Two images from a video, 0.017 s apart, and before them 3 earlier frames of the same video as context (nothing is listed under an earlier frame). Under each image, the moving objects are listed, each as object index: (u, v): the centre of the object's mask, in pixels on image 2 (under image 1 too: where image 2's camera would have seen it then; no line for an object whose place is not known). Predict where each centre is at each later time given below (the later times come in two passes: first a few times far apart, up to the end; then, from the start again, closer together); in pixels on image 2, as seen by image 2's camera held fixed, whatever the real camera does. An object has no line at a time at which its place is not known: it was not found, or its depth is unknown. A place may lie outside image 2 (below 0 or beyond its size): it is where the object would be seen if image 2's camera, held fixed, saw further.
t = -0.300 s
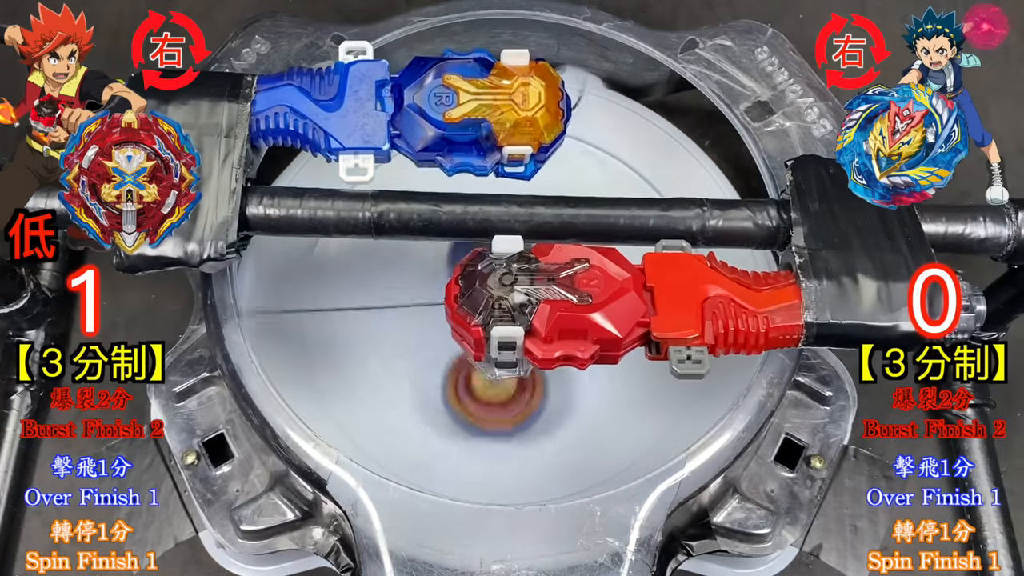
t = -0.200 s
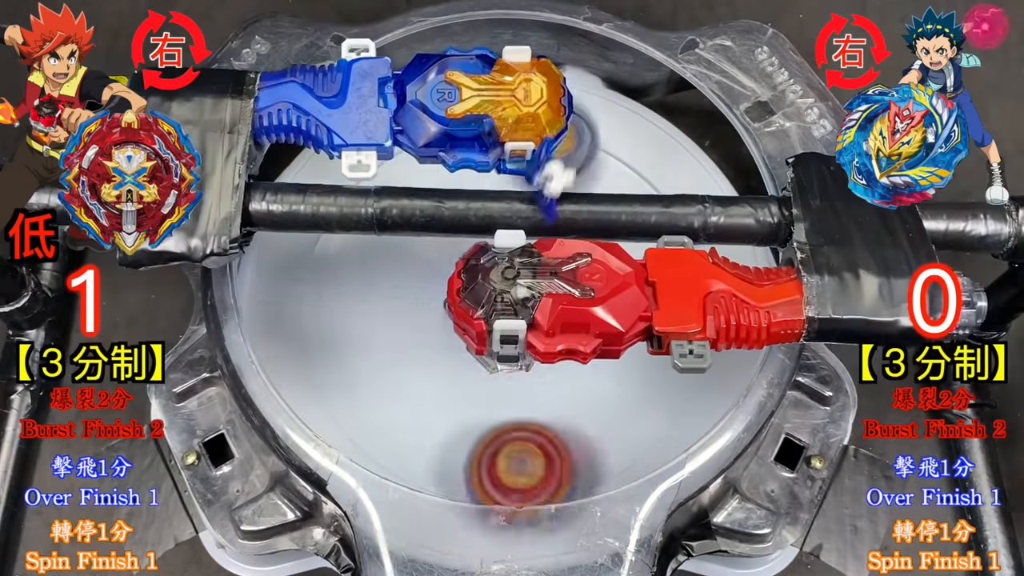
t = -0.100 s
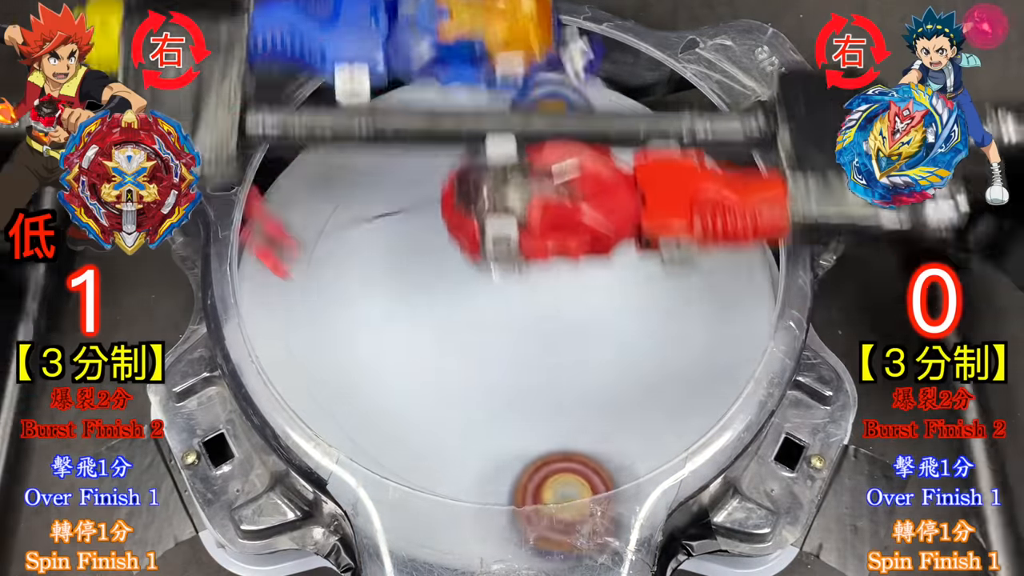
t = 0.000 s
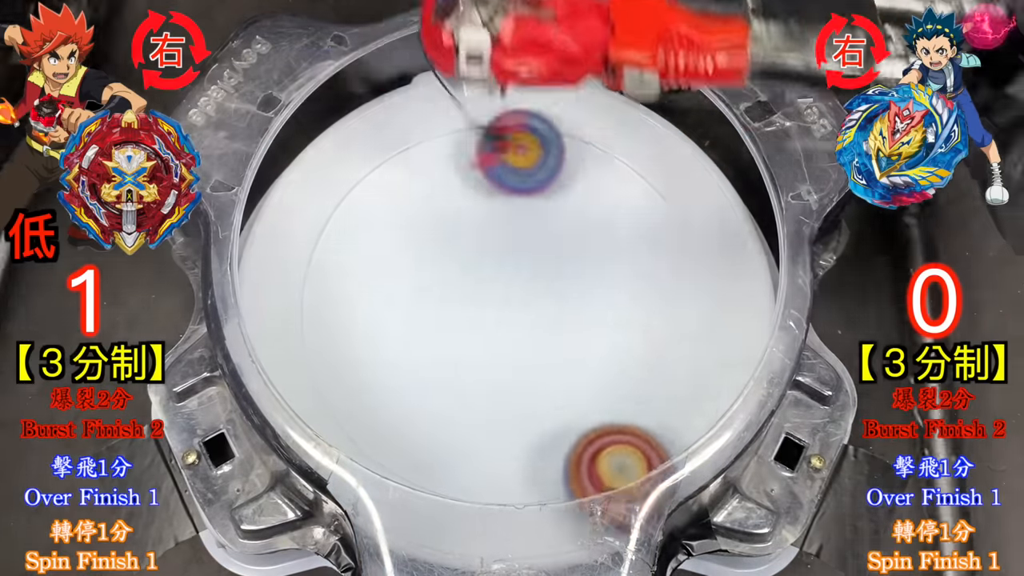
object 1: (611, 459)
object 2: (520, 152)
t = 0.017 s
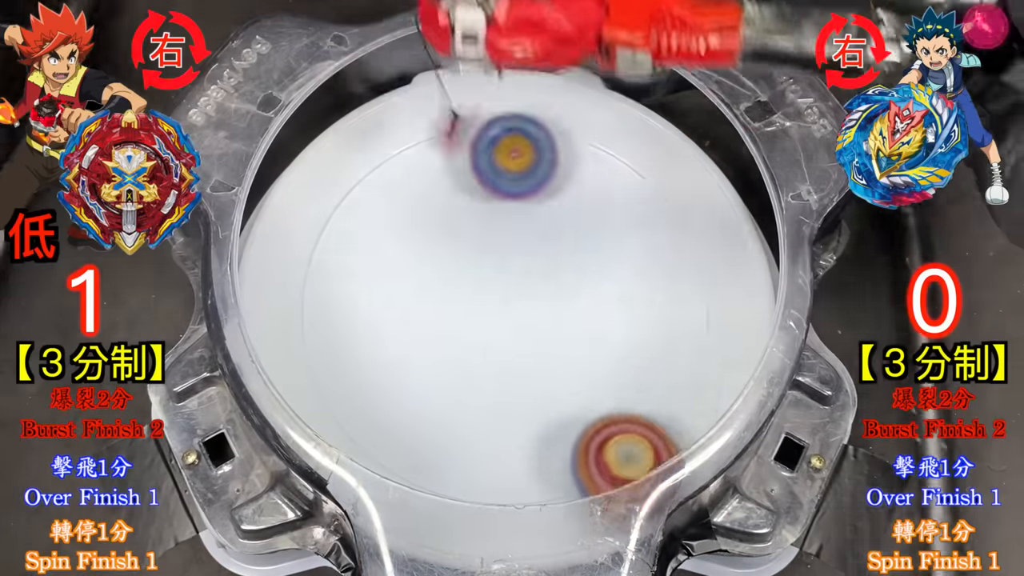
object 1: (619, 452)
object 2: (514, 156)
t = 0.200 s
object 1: (613, 266)
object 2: (468, 250)
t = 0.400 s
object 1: (435, 121)
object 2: (598, 378)
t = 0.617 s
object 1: (317, 291)
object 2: (720, 321)
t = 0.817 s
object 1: (499, 504)
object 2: (706, 152)
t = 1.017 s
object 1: (593, 288)
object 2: (563, 200)
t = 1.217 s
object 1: (570, 215)
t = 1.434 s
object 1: (472, 243)
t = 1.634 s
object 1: (566, 341)
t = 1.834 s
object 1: (681, 109)
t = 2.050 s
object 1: (745, 204)
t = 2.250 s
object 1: (727, 149)
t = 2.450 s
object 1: (722, 137)
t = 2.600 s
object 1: (707, 126)
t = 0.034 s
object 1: (627, 443)
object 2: (506, 162)
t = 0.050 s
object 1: (634, 433)
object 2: (498, 166)
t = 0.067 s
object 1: (640, 422)
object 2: (491, 171)
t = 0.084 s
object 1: (644, 406)
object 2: (484, 177)
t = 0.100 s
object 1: (644, 387)
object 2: (478, 184)
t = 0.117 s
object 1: (644, 368)
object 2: (473, 192)
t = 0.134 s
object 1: (641, 348)
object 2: (469, 202)
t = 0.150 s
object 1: (637, 328)
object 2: (467, 212)
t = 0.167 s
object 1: (631, 308)
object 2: (466, 224)
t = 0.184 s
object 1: (623, 286)
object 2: (466, 236)
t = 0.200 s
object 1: (613, 266)
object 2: (468, 250)
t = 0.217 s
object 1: (603, 247)
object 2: (471, 262)
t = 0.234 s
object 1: (592, 226)
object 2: (476, 275)
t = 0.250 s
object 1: (580, 209)
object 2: (482, 289)
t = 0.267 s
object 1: (567, 191)
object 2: (491, 302)
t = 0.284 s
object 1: (553, 173)
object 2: (500, 315)
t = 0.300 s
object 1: (538, 156)
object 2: (512, 326)
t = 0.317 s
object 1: (521, 144)
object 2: (524, 339)
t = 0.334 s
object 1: (505, 137)
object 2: (538, 348)
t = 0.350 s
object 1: (487, 130)
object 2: (552, 358)
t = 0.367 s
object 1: (470, 128)
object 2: (567, 366)
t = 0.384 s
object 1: (453, 125)
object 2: (582, 373)
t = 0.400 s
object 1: (435, 121)
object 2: (598, 378)
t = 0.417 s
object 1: (418, 120)
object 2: (613, 383)
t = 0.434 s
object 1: (402, 122)
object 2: (630, 386)
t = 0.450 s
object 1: (388, 127)
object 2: (645, 386)
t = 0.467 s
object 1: (374, 135)
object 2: (661, 386)
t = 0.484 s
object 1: (363, 146)
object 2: (675, 384)
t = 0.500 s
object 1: (355, 160)
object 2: (688, 381)
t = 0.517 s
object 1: (347, 176)
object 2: (696, 374)
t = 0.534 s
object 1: (340, 191)
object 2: (702, 364)
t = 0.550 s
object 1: (333, 208)
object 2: (707, 356)
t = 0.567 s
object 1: (327, 228)
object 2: (710, 350)
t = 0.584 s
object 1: (323, 248)
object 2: (714, 341)
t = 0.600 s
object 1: (319, 268)
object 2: (718, 331)
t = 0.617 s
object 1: (317, 291)
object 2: (720, 321)
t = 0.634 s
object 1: (317, 314)
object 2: (723, 310)
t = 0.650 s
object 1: (317, 337)
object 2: (725, 298)
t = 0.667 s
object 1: (320, 360)
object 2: (727, 285)
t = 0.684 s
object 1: (326, 382)
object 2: (728, 272)
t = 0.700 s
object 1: (337, 402)
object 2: (729, 258)
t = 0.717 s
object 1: (350, 420)
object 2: (731, 243)
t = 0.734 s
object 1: (367, 443)
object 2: (731, 227)
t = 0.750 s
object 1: (384, 467)
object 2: (730, 211)
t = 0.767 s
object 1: (411, 479)
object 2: (729, 194)
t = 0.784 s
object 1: (438, 491)
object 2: (723, 179)
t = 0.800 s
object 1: (468, 498)
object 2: (715, 165)
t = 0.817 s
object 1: (499, 504)
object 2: (706, 152)
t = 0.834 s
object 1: (530, 511)
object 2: (696, 139)
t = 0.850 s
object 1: (561, 514)
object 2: (685, 126)
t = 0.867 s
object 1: (590, 511)
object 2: (674, 115)
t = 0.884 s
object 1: (608, 500)
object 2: (667, 115)
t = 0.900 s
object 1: (606, 463)
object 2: (660, 125)
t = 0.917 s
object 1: (609, 446)
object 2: (650, 136)
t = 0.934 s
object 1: (609, 426)
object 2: (638, 145)
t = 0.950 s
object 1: (605, 397)
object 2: (625, 158)
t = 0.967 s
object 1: (602, 369)
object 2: (612, 169)
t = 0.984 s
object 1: (599, 342)
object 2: (597, 179)
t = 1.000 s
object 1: (595, 314)
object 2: (580, 190)
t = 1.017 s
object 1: (593, 288)
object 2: (563, 200)
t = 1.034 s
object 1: (595, 278)
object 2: (540, 190)
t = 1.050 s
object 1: (598, 273)
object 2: (512, 168)
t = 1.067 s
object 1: (601, 267)
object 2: (484, 150)
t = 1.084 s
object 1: (602, 261)
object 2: (458, 134)
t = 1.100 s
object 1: (602, 255)
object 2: (431, 120)
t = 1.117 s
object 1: (601, 249)
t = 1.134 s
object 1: (599, 243)
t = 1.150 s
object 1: (596, 236)
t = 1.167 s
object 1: (591, 230)
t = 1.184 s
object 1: (585, 225)
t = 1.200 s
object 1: (578, 219)
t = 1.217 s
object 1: (570, 215)
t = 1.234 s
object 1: (560, 212)
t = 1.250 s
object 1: (550, 210)
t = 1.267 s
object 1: (540, 208)
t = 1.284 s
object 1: (528, 207)
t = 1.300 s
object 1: (516, 208)
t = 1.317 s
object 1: (504, 210)
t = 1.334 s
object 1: (492, 213)
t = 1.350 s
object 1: (480, 218)
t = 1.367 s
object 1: (469, 223)
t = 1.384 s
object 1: (458, 230)
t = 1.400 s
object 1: (457, 235)
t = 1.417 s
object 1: (464, 239)
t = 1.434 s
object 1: (472, 243)
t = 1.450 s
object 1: (479, 247)
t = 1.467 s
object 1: (486, 254)
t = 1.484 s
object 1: (494, 260)
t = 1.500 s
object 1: (501, 268)
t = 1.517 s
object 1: (508, 276)
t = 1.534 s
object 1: (515, 285)
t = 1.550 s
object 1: (522, 295)
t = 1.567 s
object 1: (530, 305)
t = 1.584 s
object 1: (538, 314)
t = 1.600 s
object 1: (547, 324)
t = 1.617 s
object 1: (556, 333)
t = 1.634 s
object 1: (566, 341)
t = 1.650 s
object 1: (576, 349)
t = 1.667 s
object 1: (585, 355)
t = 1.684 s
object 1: (596, 361)
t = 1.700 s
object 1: (605, 366)
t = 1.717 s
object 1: (616, 363)
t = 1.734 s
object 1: (628, 321)
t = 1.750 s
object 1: (641, 276)
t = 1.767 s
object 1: (654, 236)
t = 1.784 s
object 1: (664, 200)
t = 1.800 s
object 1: (677, 161)
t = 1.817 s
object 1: (681, 126)
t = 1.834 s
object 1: (681, 109)
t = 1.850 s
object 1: (691, 116)
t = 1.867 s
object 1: (703, 127)
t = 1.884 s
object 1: (713, 138)
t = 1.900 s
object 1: (723, 149)
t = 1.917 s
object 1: (732, 157)
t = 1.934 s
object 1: (740, 168)
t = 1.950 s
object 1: (745, 181)
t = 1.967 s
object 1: (749, 194)
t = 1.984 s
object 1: (754, 205)
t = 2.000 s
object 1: (757, 215)
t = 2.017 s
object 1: (754, 215)
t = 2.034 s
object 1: (750, 210)
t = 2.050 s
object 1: (745, 204)
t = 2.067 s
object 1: (744, 196)
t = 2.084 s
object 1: (743, 190)
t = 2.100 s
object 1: (743, 186)
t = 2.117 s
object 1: (743, 180)
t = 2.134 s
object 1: (744, 175)
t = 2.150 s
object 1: (742, 172)
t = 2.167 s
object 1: (739, 169)
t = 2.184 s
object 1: (737, 164)
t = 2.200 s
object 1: (734, 159)
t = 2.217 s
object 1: (730, 157)
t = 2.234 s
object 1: (729, 154)
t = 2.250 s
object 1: (727, 149)
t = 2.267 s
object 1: (723, 146)
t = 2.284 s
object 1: (721, 141)
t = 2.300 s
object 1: (718, 136)
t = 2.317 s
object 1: (713, 133)
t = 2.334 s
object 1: (712, 128)
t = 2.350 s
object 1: (711, 126)
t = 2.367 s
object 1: (709, 128)
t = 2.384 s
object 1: (710, 128)
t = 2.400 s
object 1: (712, 129)
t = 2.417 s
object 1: (714, 131)
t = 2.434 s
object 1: (717, 134)
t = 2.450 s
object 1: (722, 137)
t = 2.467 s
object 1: (724, 141)
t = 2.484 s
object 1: (729, 146)
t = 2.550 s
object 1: (741, 135)
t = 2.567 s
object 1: (725, 138)
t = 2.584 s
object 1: (715, 135)
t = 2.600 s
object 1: (707, 126)
